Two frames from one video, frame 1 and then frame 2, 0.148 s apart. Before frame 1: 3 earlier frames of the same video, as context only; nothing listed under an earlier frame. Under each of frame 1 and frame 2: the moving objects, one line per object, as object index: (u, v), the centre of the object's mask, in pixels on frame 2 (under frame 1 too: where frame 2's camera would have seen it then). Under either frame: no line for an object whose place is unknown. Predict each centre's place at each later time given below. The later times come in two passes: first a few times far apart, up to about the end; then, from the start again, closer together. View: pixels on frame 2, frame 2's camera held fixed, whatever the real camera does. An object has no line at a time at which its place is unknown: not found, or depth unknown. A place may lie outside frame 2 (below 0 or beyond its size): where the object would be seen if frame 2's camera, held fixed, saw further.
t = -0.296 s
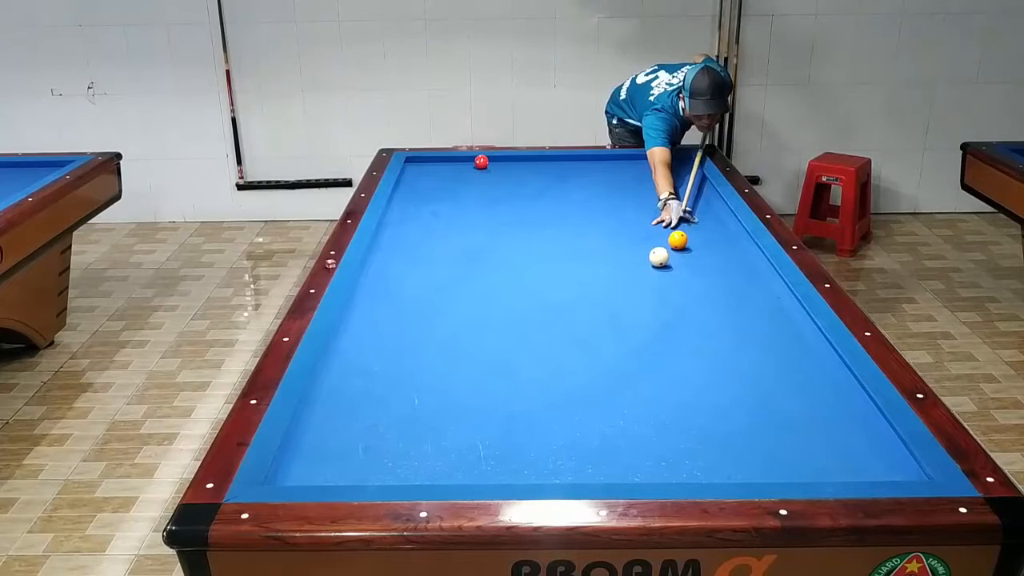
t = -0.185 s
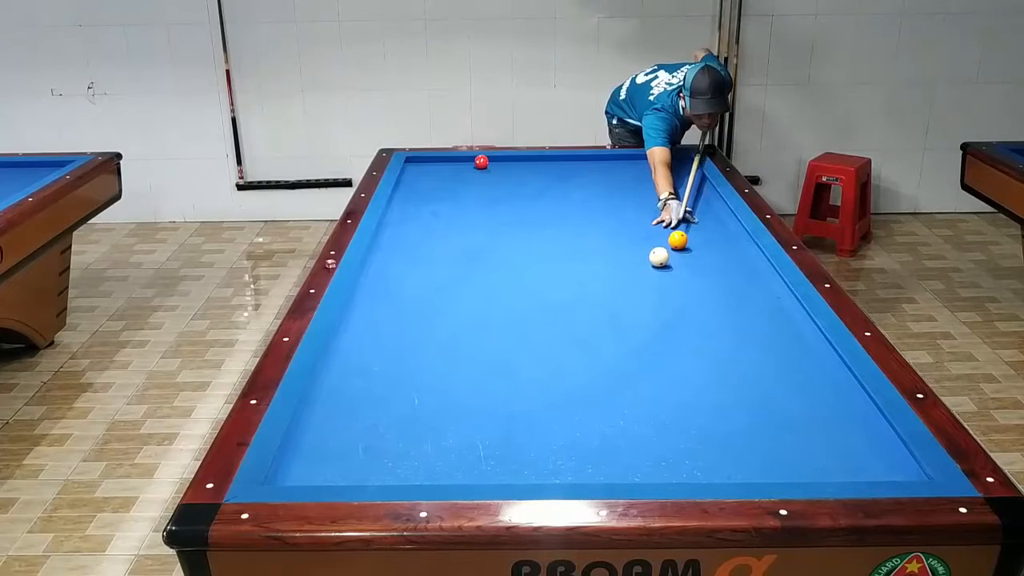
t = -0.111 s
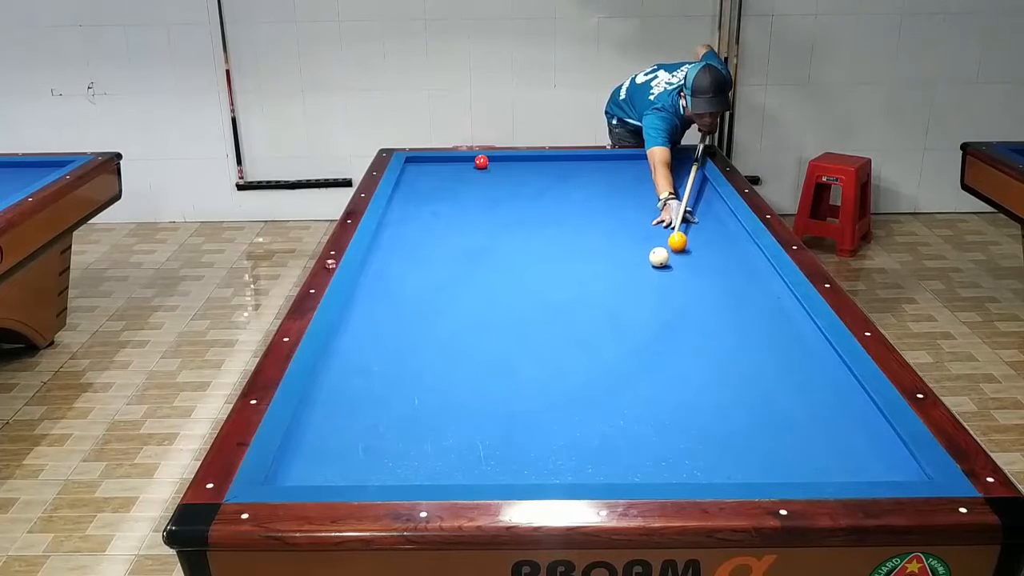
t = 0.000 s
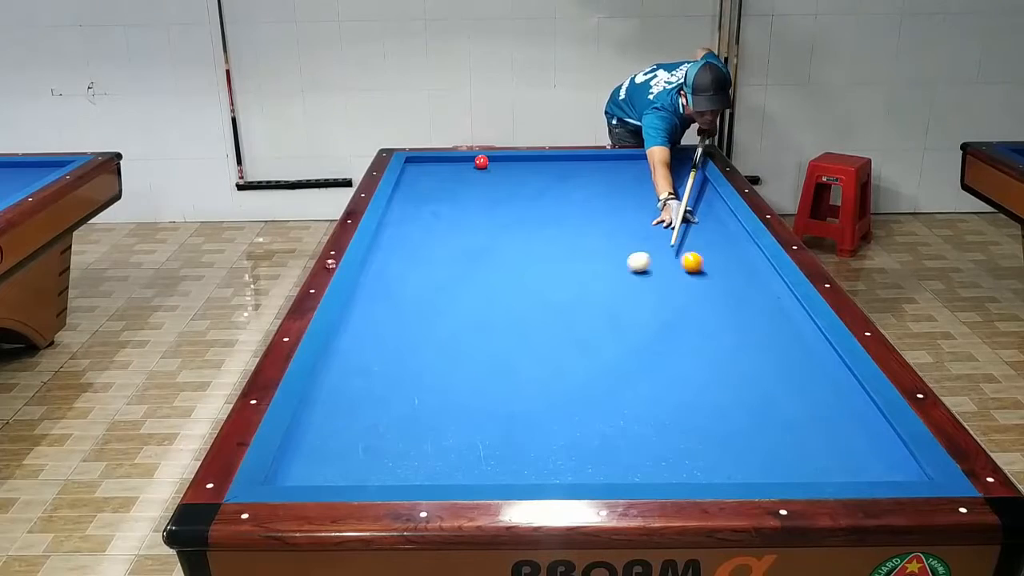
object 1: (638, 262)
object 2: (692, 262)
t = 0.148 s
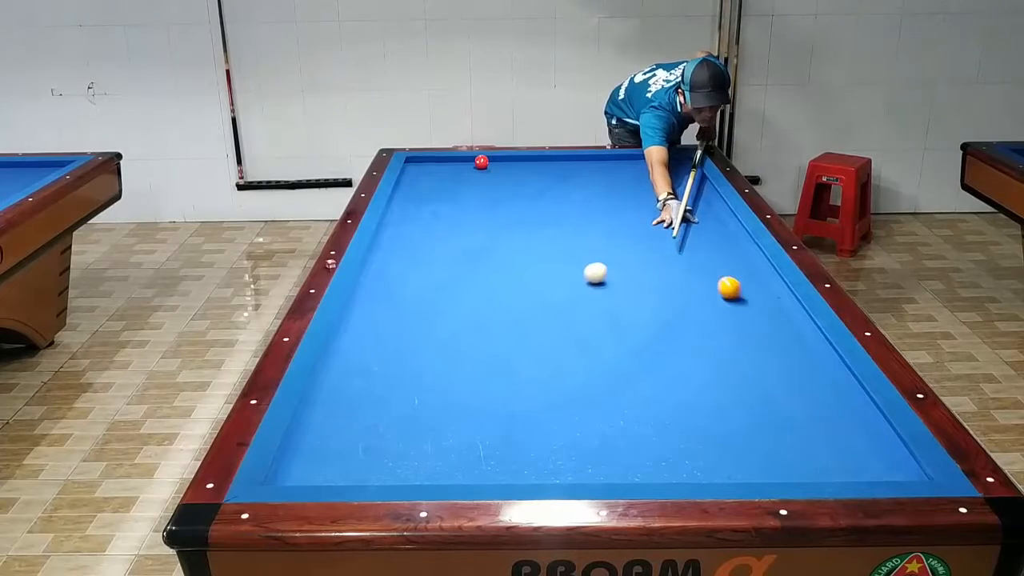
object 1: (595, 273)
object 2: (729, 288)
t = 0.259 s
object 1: (566, 280)
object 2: (758, 310)
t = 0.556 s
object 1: (483, 302)
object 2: (846, 386)
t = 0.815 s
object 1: (404, 321)
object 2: (879, 467)
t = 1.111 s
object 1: (357, 344)
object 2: (785, 414)
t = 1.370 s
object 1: (399, 358)
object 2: (718, 375)
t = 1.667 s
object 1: (448, 378)
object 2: (655, 338)
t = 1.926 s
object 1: (494, 395)
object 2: (608, 311)
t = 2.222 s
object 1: (549, 416)
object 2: (564, 284)
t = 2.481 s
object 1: (601, 436)
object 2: (530, 264)
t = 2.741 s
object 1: (655, 457)
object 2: (500, 246)
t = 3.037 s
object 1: (716, 470)
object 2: (471, 228)
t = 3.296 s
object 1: (753, 460)
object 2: (448, 215)
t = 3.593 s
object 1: (792, 447)
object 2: (425, 201)
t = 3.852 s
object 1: (824, 437)
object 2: (406, 190)
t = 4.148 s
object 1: (858, 426)
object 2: (412, 180)
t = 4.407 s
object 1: (863, 417)
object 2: (425, 172)
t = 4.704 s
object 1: (835, 407)
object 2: (439, 164)
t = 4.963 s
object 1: (814, 400)
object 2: (451, 159)
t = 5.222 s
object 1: (794, 393)
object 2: (460, 162)
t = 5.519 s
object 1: (774, 387)
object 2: (471, 166)
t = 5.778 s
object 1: (759, 382)
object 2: (481, 169)
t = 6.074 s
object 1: (743, 377)
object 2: (492, 173)
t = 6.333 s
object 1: (731, 372)
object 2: (501, 176)
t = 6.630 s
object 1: (720, 368)
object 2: (512, 180)
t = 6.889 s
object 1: (712, 365)
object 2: (521, 182)
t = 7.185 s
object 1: (704, 362)
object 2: (530, 186)
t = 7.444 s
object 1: (699, 360)
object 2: (539, 188)
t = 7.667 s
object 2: (545, 190)
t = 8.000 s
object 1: (692, 357)
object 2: (555, 193)
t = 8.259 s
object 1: (689, 356)
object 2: (564, 195)
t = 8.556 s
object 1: (688, 355)
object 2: (570, 197)
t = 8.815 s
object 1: (688, 356)
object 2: (576, 198)
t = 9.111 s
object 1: (688, 356)
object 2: (583, 199)
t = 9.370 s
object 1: (689, 356)
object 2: (587, 201)
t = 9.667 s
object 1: (688, 356)
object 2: (592, 202)
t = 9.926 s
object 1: (688, 356)
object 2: (597, 202)
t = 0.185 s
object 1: (586, 275)
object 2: (738, 295)
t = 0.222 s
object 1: (576, 278)
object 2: (748, 302)
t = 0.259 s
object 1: (566, 280)
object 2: (758, 310)
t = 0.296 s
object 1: (556, 283)
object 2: (768, 318)
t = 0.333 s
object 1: (546, 286)
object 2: (779, 327)
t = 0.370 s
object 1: (536, 288)
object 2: (790, 336)
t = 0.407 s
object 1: (525, 291)
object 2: (802, 345)
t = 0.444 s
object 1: (515, 293)
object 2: (815, 355)
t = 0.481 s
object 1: (504, 296)
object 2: (828, 365)
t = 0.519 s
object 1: (494, 299)
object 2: (841, 375)
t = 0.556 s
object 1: (483, 302)
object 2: (846, 386)
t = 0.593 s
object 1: (472, 304)
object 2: (850, 396)
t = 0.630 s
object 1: (461, 307)
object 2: (855, 407)
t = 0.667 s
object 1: (450, 310)
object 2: (859, 418)
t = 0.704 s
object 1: (438, 313)
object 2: (864, 430)
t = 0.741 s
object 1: (427, 316)
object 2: (869, 443)
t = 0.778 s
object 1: (416, 319)
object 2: (874, 456)
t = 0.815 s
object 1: (404, 321)
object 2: (879, 467)
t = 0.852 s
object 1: (392, 325)
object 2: (873, 468)
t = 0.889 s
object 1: (381, 327)
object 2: (858, 459)
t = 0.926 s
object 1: (369, 331)
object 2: (843, 450)
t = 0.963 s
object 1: (356, 334)
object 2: (830, 441)
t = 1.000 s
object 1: (344, 337)
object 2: (818, 433)
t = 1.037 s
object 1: (342, 339)
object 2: (806, 426)
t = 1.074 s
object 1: (350, 341)
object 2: (795, 420)
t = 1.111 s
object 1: (357, 344)
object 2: (785, 414)
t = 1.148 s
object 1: (363, 345)
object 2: (774, 408)
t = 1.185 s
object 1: (369, 348)
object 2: (764, 402)
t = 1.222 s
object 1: (375, 350)
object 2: (755, 396)
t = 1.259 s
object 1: (381, 352)
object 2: (745, 391)
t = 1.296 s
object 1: (387, 354)
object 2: (736, 385)
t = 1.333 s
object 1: (393, 357)
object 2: (727, 380)
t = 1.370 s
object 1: (399, 358)
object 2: (718, 375)
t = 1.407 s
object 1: (405, 361)
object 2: (709, 370)
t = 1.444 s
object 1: (411, 364)
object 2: (701, 365)
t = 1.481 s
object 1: (417, 366)
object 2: (693, 360)
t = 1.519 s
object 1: (423, 368)
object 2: (685, 355)
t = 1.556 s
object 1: (429, 371)
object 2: (677, 351)
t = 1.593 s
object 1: (435, 373)
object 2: (669, 346)
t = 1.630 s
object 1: (442, 375)
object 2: (662, 342)
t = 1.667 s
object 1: (448, 378)
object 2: (655, 338)
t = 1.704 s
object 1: (454, 380)
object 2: (648, 334)
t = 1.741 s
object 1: (461, 383)
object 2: (641, 330)
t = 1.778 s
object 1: (467, 385)
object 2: (634, 325)
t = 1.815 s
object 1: (474, 388)
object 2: (627, 322)
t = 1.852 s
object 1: (480, 390)
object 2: (621, 318)
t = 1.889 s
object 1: (487, 393)
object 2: (615, 314)
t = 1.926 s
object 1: (494, 395)
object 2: (608, 311)
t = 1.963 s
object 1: (501, 397)
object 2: (602, 307)
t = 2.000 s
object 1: (508, 400)
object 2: (596, 304)
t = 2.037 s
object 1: (514, 403)
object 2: (591, 300)
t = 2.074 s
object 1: (521, 405)
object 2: (585, 297)
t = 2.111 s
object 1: (528, 408)
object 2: (580, 293)
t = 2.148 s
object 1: (535, 411)
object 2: (574, 290)
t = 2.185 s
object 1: (542, 414)
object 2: (569, 287)
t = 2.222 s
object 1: (549, 416)
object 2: (564, 284)
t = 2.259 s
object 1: (557, 419)
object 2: (559, 281)
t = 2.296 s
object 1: (564, 422)
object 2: (553, 278)
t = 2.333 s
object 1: (571, 425)
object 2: (549, 275)
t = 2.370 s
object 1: (578, 427)
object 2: (544, 272)
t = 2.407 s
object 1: (585, 430)
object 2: (539, 269)
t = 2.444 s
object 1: (593, 433)
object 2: (534, 267)
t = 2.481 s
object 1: (601, 436)
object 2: (530, 264)
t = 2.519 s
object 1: (609, 439)
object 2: (525, 261)
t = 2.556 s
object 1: (616, 442)
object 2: (521, 259)
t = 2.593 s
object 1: (624, 445)
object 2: (517, 256)
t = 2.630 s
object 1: (632, 448)
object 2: (513, 253)
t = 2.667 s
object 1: (639, 451)
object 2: (509, 251)
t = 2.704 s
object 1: (647, 454)
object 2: (505, 248)
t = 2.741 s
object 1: (655, 457)
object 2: (500, 246)
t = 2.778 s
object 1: (663, 460)
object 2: (497, 244)
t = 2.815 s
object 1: (672, 464)
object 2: (493, 241)
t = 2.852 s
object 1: (680, 466)
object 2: (489, 240)
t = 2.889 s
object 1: (688, 468)
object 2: (485, 237)
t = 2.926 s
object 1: (696, 470)
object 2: (481, 235)
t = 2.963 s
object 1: (705, 472)
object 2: (478, 233)
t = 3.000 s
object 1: (711, 472)
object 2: (474, 230)
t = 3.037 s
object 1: (716, 470)
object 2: (471, 228)
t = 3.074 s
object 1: (721, 469)
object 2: (467, 227)
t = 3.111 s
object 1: (727, 468)
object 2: (464, 225)
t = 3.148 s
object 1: (732, 467)
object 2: (461, 222)
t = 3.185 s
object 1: (737, 466)
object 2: (457, 221)
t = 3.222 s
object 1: (743, 464)
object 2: (454, 219)
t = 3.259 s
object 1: (748, 462)
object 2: (451, 217)
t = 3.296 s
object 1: (753, 460)
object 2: (448, 215)
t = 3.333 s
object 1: (758, 458)
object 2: (445, 213)
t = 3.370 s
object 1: (763, 457)
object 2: (442, 211)
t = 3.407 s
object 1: (768, 455)
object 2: (439, 210)
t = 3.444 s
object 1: (773, 453)
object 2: (436, 208)
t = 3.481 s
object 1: (778, 452)
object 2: (433, 206)
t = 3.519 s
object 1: (783, 450)
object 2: (430, 204)
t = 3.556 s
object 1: (787, 448)
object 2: (427, 203)
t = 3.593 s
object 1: (792, 447)
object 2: (425, 201)
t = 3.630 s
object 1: (797, 445)
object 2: (422, 199)
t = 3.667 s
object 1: (802, 444)
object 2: (419, 198)
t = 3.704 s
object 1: (806, 442)
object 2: (417, 196)
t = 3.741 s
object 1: (810, 440)
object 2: (414, 195)
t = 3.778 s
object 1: (815, 439)
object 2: (411, 193)
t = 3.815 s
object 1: (820, 438)
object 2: (409, 192)
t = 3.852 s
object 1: (824, 437)
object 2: (406, 190)
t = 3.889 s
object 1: (828, 435)
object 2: (404, 188)
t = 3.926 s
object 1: (833, 434)
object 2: (402, 187)
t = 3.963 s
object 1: (837, 432)
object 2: (402, 186)
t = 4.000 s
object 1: (841, 431)
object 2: (404, 185)
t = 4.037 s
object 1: (846, 430)
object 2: (406, 183)
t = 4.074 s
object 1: (850, 428)
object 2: (408, 182)
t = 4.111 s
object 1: (854, 427)
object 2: (411, 181)
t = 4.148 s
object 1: (858, 426)
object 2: (412, 180)
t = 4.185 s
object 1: (862, 424)
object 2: (414, 178)
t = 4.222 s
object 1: (866, 423)
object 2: (416, 177)
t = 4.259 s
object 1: (870, 422)
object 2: (418, 176)
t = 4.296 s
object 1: (874, 420)
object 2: (420, 175)
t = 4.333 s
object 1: (870, 419)
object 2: (422, 174)
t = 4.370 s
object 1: (866, 418)
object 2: (423, 173)
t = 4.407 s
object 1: (863, 417)
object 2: (425, 172)
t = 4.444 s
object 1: (859, 415)
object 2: (427, 171)
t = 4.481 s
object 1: (856, 414)
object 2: (429, 170)
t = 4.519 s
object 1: (852, 413)
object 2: (431, 169)
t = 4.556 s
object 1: (848, 412)
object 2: (432, 168)
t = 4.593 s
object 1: (845, 411)
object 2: (434, 167)
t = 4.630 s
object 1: (842, 409)
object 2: (436, 166)
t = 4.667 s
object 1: (838, 408)
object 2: (438, 165)
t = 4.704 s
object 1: (835, 407)
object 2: (439, 164)
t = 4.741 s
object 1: (832, 406)
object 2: (441, 163)
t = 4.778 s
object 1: (829, 405)
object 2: (443, 162)
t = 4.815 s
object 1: (826, 404)
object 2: (444, 161)
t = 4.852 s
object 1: (822, 403)
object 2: (446, 160)
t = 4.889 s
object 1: (819, 402)
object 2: (447, 160)
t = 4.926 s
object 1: (817, 401)
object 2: (449, 159)
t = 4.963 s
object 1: (814, 400)
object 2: (451, 159)
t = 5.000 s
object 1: (811, 399)
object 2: (452, 159)
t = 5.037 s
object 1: (808, 398)
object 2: (453, 160)
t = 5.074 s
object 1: (805, 397)
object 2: (455, 160)
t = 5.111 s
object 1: (802, 396)
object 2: (456, 161)
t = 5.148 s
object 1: (800, 395)
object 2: (458, 161)
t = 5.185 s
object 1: (797, 394)
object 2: (459, 162)
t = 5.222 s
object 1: (794, 393)
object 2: (460, 162)
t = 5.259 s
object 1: (791, 392)
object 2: (462, 163)
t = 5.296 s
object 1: (789, 392)
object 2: (463, 163)
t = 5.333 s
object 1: (786, 391)
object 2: (465, 164)
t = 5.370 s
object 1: (784, 390)
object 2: (466, 164)
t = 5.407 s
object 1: (781, 389)
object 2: (467, 165)
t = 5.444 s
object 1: (779, 388)
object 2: (469, 165)
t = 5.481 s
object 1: (776, 387)
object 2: (470, 165)
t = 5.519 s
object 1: (774, 387)
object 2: (471, 166)
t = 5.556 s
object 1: (772, 386)
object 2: (473, 167)
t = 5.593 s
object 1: (770, 385)
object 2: (474, 167)
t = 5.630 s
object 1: (767, 385)
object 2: (476, 167)
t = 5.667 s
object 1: (765, 384)
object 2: (477, 168)
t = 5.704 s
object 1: (763, 383)
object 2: (479, 168)
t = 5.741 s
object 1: (761, 382)
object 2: (480, 169)
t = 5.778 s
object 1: (759, 382)
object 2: (481, 169)
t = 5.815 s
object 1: (757, 381)
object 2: (483, 170)
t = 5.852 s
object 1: (755, 380)
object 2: (484, 170)
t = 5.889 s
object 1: (753, 380)
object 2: (485, 171)
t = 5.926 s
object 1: (751, 379)
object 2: (487, 171)
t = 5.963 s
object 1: (749, 378)
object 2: (488, 172)
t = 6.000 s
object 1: (747, 378)
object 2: (489, 172)
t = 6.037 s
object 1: (745, 377)
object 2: (491, 172)
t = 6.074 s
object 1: (743, 377)
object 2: (492, 173)
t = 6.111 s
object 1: (742, 376)
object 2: (494, 173)
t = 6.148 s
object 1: (740, 375)
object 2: (495, 174)
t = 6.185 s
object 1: (738, 375)
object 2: (496, 174)
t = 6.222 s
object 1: (736, 374)
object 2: (497, 175)
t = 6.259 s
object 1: (735, 373)
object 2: (499, 175)
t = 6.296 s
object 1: (733, 373)
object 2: (500, 176)
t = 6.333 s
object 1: (731, 372)
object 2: (501, 176)
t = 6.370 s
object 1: (730, 372)
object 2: (503, 176)
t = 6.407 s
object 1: (728, 371)
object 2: (504, 177)
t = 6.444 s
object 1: (727, 371)
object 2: (505, 178)
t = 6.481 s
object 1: (726, 370)
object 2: (507, 178)
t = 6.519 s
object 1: (724, 370)
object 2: (508, 179)
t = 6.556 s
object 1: (723, 369)
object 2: (509, 179)
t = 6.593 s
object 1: (721, 369)
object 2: (510, 179)
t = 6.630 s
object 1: (720, 368)
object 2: (512, 180)
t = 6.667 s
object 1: (719, 368)
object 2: (513, 180)
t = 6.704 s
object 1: (718, 367)
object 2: (514, 181)
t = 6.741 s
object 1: (716, 367)
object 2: (516, 181)
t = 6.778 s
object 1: (715, 366)
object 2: (517, 181)
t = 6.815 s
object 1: (714, 366)
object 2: (518, 182)
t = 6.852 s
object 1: (713, 366)
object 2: (519, 182)
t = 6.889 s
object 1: (712, 365)
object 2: (521, 182)
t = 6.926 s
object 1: (711, 365)
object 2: (522, 183)
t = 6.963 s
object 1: (710, 365)
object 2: (523, 183)
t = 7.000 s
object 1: (709, 364)
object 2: (524, 184)
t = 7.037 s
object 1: (708, 363)
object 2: (526, 184)
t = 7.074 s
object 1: (707, 363)
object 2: (527, 184)
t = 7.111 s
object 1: (706, 362)
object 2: (528, 185)
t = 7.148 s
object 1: (705, 362)
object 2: (529, 185)
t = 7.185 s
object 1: (704, 362)
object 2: (530, 186)
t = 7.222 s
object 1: (704, 361)
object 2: (531, 186)
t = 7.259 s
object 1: (703, 361)
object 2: (533, 186)
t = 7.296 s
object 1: (702, 361)
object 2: (534, 187)
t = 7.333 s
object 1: (702, 360)
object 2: (535, 187)
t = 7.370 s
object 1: (701, 360)
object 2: (536, 187)
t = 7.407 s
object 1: (700, 360)
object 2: (538, 188)
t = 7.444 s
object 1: (699, 360)
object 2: (539, 188)
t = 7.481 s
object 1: (699, 359)
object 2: (540, 188)
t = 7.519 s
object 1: (698, 359)
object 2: (541, 189)
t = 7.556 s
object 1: (695, 355)
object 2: (542, 189)
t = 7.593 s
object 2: (543, 190)
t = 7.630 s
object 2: (544, 190)
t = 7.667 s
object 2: (545, 190)
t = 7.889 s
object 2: (552, 192)
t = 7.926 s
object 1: (692, 357)
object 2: (553, 192)
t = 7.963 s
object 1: (692, 357)
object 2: (554, 193)
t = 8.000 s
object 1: (692, 357)
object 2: (555, 193)
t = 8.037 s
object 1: (691, 357)
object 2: (557, 193)
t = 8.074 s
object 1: (691, 357)
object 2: (557, 193)
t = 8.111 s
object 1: (690, 357)
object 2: (558, 194)
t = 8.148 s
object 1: (690, 357)
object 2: (560, 194)
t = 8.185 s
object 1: (690, 357)
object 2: (561, 194)
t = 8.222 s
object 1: (690, 356)
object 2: (562, 195)
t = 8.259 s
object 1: (689, 356)
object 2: (564, 195)
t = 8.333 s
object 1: (689, 356)
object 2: (565, 195)
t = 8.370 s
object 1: (688, 356)
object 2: (565, 195)
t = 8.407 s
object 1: (688, 356)
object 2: (566, 196)
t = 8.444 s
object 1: (688, 356)
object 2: (568, 196)
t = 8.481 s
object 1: (688, 356)
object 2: (568, 196)
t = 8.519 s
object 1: (688, 355)
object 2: (569, 197)
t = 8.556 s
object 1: (688, 355)
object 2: (570, 197)
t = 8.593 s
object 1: (688, 355)
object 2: (572, 197)
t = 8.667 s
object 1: (688, 356)
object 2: (573, 197)
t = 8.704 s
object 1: (688, 356)
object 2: (574, 197)
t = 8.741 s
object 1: (688, 356)
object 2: (574, 198)
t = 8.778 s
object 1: (688, 356)
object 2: (576, 198)
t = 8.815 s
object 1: (688, 356)
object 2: (576, 198)
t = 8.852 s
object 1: (688, 356)
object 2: (577, 198)
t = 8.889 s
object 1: (688, 356)
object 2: (578, 198)
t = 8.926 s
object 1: (689, 356)
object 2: (580, 199)
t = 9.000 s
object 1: (688, 356)
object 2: (580, 199)
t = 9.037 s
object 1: (689, 356)
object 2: (581, 199)
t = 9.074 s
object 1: (688, 356)
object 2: (582, 199)
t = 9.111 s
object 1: (688, 356)
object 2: (583, 199)
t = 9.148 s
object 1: (688, 356)
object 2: (583, 200)
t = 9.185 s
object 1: (689, 356)
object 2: (584, 200)
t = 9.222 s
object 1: (689, 356)
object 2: (584, 200)
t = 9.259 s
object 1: (688, 356)
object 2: (586, 200)
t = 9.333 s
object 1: (688, 356)
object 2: (587, 200)
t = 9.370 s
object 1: (689, 356)
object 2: (587, 201)
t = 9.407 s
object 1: (689, 356)
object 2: (588, 201)
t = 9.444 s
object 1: (688, 356)
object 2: (589, 201)
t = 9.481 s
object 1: (688, 356)
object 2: (590, 201)
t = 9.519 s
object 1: (689, 356)
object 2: (590, 201)
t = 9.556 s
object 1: (689, 356)
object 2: (591, 201)
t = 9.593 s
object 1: (688, 356)
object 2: (592, 202)
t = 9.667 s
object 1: (688, 356)
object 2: (592, 202)
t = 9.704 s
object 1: (688, 356)
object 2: (593, 202)
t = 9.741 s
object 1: (689, 356)
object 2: (594, 202)
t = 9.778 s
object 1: (688, 356)
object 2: (594, 202)
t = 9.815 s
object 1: (689, 356)
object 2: (595, 202)
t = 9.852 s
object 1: (688, 356)
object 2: (595, 202)
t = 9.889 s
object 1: (689, 356)
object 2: (596, 202)
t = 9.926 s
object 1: (688, 356)
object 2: (597, 202)
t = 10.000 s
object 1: (688, 356)
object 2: (597, 202)
